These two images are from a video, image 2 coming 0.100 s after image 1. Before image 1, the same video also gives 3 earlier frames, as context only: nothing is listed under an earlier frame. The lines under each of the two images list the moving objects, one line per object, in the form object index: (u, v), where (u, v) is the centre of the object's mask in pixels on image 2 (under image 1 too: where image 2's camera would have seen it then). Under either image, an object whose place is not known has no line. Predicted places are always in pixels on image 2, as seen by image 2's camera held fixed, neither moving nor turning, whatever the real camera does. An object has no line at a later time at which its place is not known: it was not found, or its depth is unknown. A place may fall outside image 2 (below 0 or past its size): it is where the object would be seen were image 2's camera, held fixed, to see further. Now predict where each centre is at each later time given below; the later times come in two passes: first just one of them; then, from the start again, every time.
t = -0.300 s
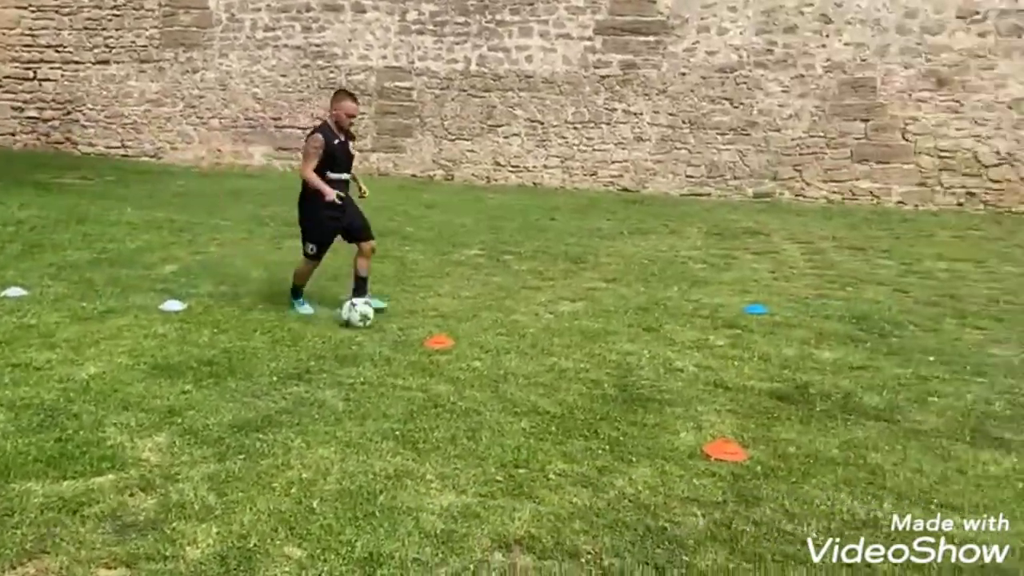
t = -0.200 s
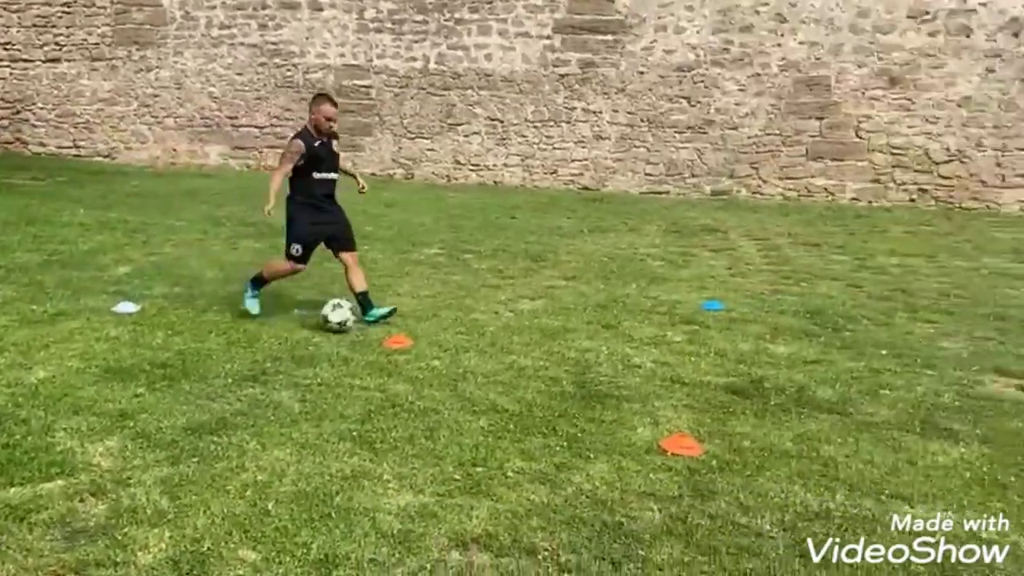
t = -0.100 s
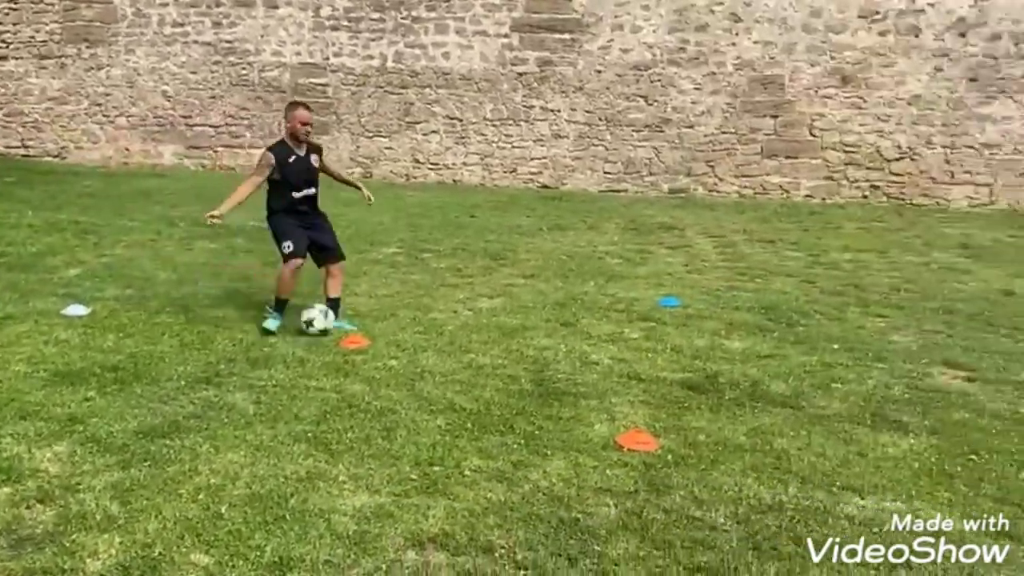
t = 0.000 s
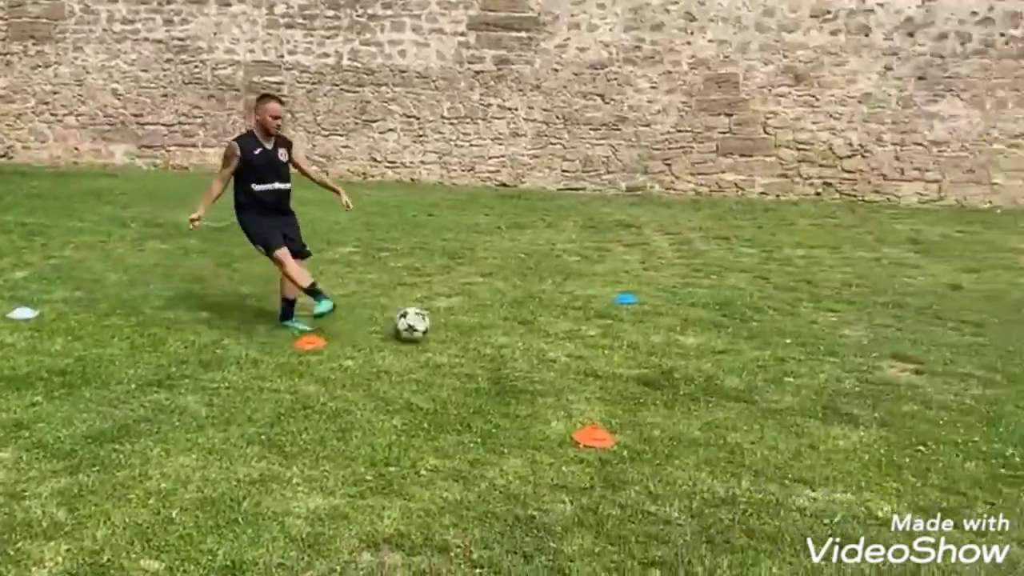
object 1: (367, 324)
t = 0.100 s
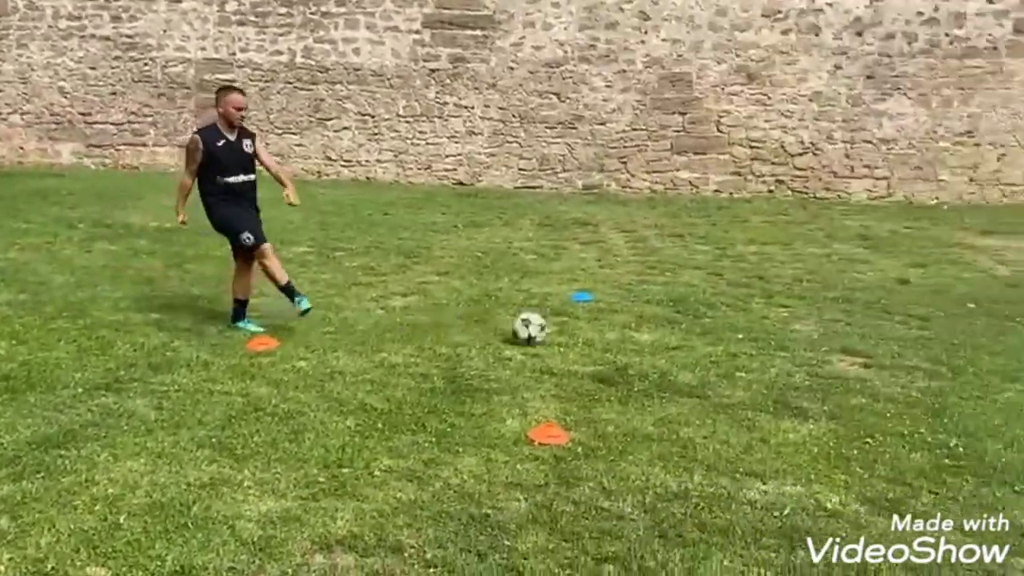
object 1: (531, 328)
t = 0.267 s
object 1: (772, 329)
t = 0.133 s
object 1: (582, 329)
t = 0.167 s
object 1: (631, 330)
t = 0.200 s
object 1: (680, 332)
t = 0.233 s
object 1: (731, 330)
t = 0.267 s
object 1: (772, 329)
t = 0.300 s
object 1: (814, 329)
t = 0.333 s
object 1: (857, 332)
